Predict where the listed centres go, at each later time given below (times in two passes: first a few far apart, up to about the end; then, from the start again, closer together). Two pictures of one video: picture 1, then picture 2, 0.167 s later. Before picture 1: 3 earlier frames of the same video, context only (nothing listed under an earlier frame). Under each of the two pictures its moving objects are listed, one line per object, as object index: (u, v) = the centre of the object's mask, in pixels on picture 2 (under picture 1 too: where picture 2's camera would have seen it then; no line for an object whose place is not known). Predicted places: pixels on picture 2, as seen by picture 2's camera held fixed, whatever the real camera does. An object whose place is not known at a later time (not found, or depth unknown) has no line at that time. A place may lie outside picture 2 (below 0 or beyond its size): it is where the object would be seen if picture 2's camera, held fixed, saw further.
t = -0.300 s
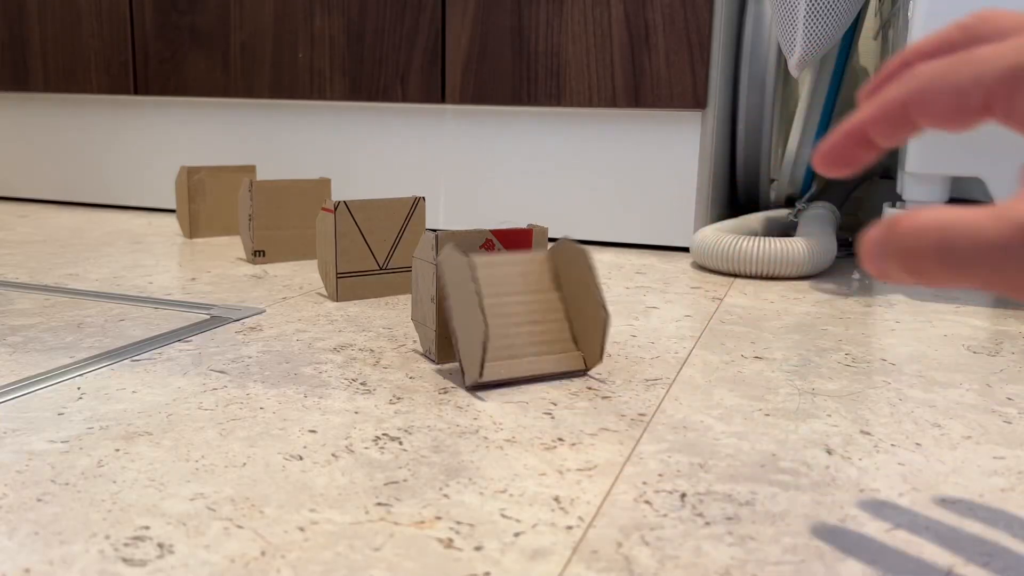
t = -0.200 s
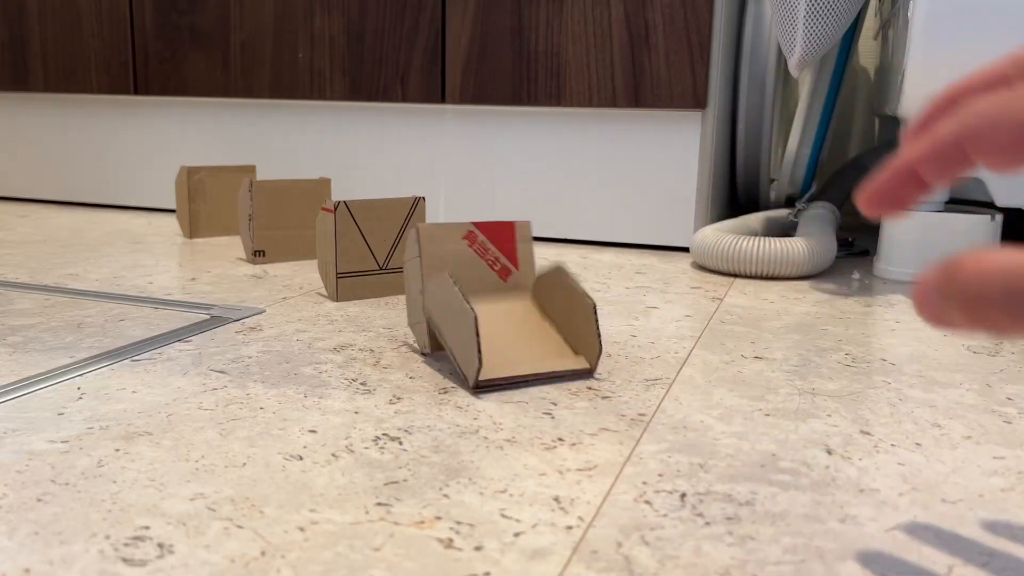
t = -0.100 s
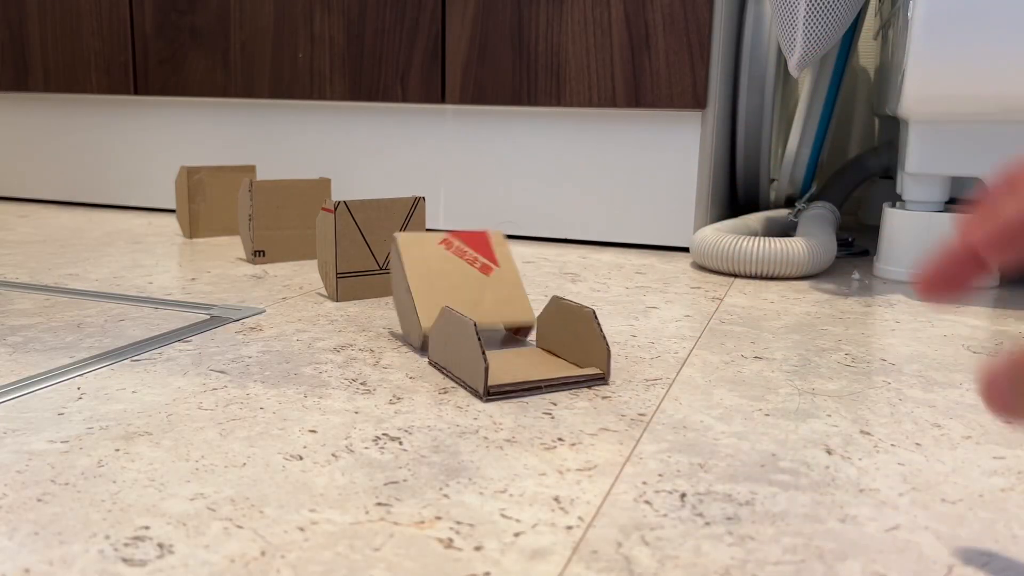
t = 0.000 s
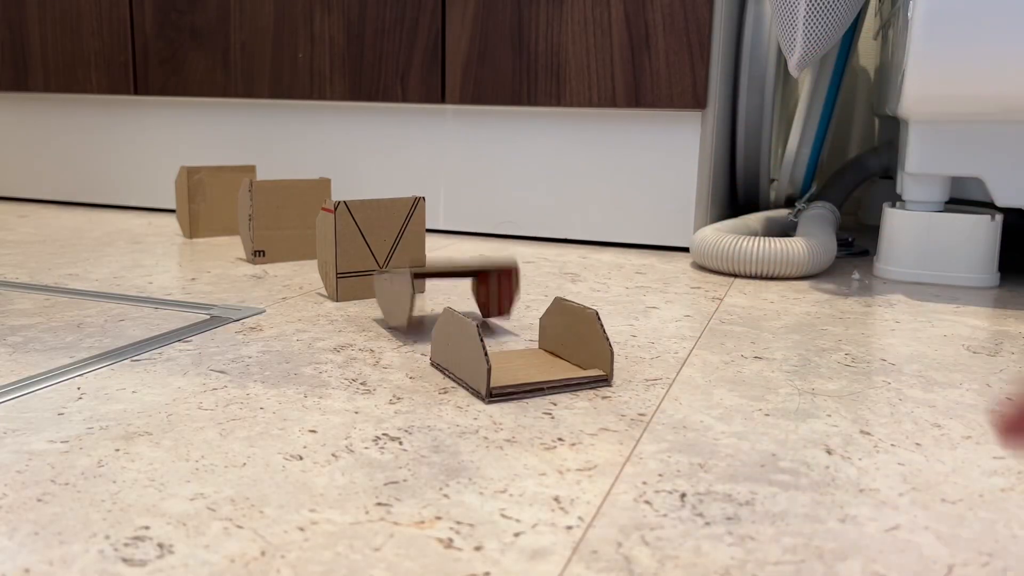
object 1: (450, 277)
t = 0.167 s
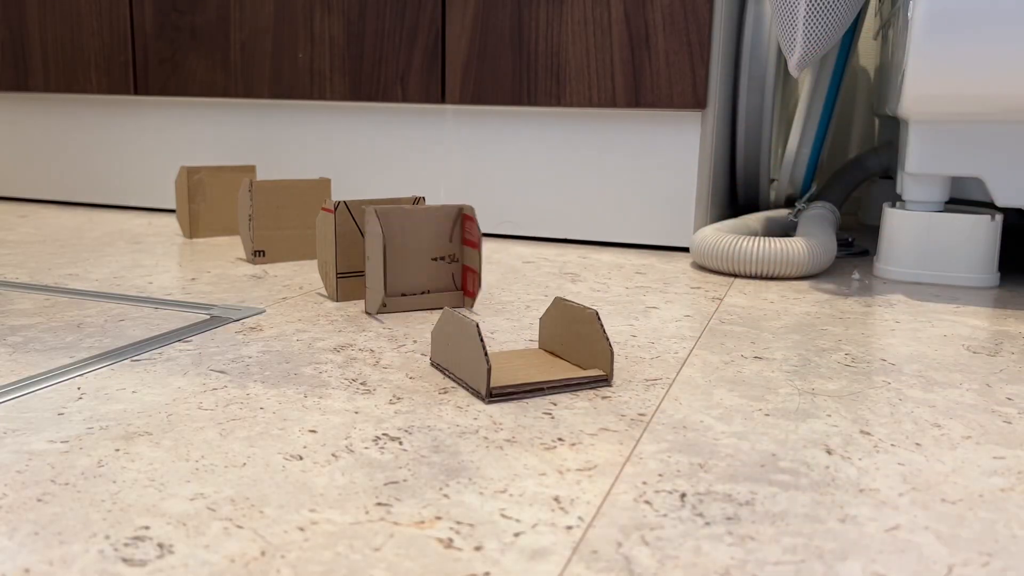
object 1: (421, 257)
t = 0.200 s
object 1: (418, 257)
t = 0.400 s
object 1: (409, 272)
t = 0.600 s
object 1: (418, 291)
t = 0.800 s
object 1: (417, 291)
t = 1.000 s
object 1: (418, 291)
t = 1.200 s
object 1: (418, 291)
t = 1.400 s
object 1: (418, 291)
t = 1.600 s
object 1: (418, 291)
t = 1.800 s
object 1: (418, 291)
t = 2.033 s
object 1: (418, 291)
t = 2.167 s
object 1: (418, 291)
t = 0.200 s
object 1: (418, 257)
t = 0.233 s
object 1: (414, 258)
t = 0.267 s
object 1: (413, 260)
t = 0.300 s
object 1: (411, 264)
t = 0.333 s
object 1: (411, 269)
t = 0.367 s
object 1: (413, 276)
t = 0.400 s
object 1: (409, 272)
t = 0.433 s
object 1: (414, 289)
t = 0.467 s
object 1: (417, 290)
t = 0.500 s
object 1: (418, 291)
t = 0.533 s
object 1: (418, 291)
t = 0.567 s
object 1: (418, 291)
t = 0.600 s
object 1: (418, 291)
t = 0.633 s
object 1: (418, 291)
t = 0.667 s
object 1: (417, 291)
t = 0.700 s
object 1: (417, 291)
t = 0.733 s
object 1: (418, 291)
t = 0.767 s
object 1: (417, 291)
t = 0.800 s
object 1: (417, 291)
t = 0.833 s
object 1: (417, 291)
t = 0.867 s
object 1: (417, 291)
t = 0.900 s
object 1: (417, 291)
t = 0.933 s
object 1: (417, 291)
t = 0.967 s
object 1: (417, 291)
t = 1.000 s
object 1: (418, 291)
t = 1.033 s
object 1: (418, 291)
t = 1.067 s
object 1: (418, 291)
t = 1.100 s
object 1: (418, 291)
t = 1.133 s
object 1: (418, 291)
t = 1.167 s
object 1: (418, 291)
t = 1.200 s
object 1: (418, 291)
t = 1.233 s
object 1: (418, 291)
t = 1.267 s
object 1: (418, 291)
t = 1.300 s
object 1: (418, 291)
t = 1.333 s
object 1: (418, 291)
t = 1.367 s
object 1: (418, 291)
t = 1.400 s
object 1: (418, 291)
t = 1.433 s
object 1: (418, 291)
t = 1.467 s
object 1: (418, 291)
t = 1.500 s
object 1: (418, 291)
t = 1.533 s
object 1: (418, 291)
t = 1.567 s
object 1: (418, 291)
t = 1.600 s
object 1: (418, 291)
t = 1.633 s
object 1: (418, 291)
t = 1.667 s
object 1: (418, 291)
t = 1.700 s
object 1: (418, 291)
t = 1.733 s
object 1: (418, 291)
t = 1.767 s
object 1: (418, 291)
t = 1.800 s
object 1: (418, 291)
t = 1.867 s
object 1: (418, 291)
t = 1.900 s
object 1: (418, 291)
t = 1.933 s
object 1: (418, 291)
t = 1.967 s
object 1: (418, 291)
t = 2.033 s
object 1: (418, 291)
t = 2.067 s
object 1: (418, 291)
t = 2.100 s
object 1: (418, 291)
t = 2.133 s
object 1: (418, 291)
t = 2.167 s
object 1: (418, 291)
